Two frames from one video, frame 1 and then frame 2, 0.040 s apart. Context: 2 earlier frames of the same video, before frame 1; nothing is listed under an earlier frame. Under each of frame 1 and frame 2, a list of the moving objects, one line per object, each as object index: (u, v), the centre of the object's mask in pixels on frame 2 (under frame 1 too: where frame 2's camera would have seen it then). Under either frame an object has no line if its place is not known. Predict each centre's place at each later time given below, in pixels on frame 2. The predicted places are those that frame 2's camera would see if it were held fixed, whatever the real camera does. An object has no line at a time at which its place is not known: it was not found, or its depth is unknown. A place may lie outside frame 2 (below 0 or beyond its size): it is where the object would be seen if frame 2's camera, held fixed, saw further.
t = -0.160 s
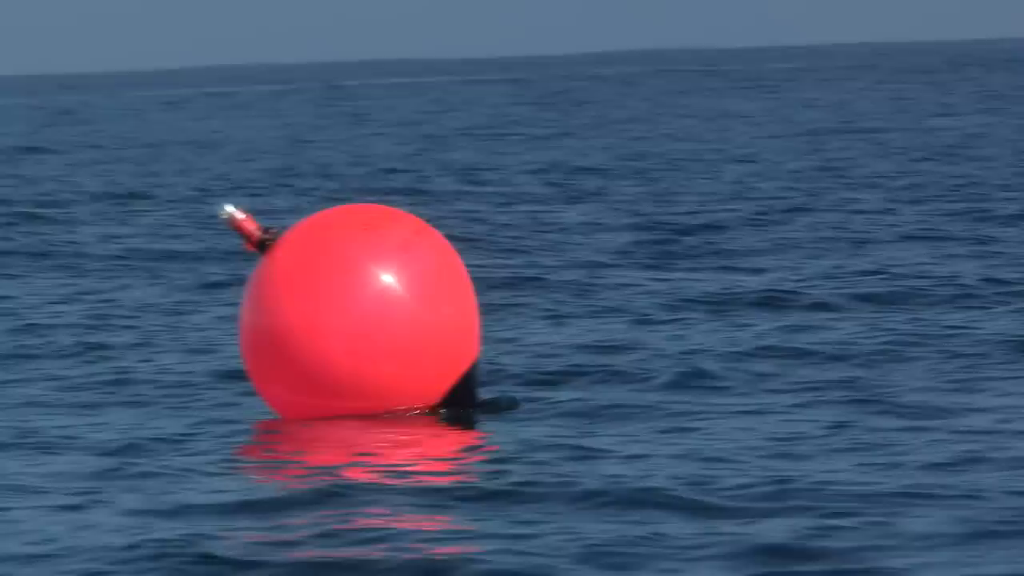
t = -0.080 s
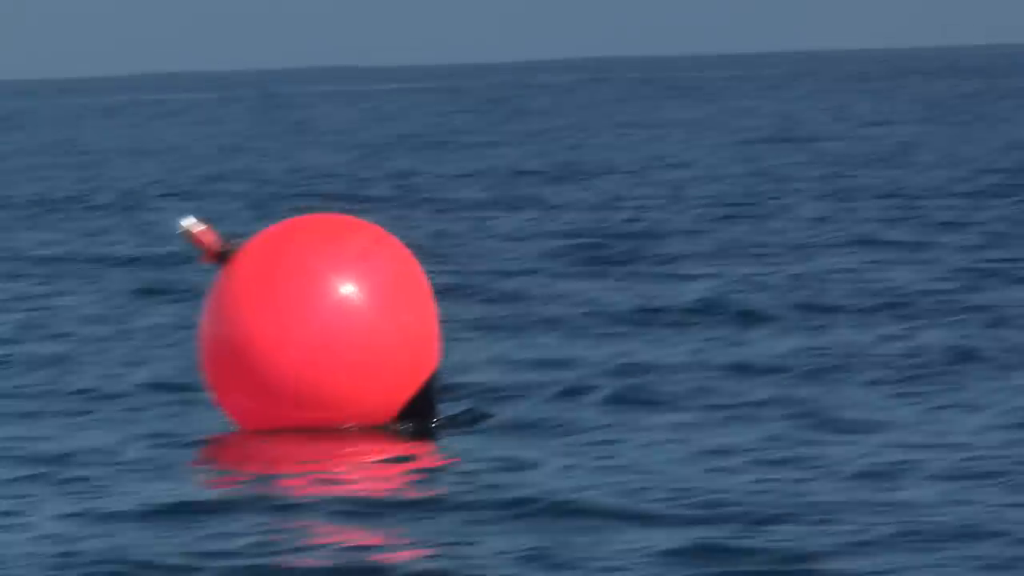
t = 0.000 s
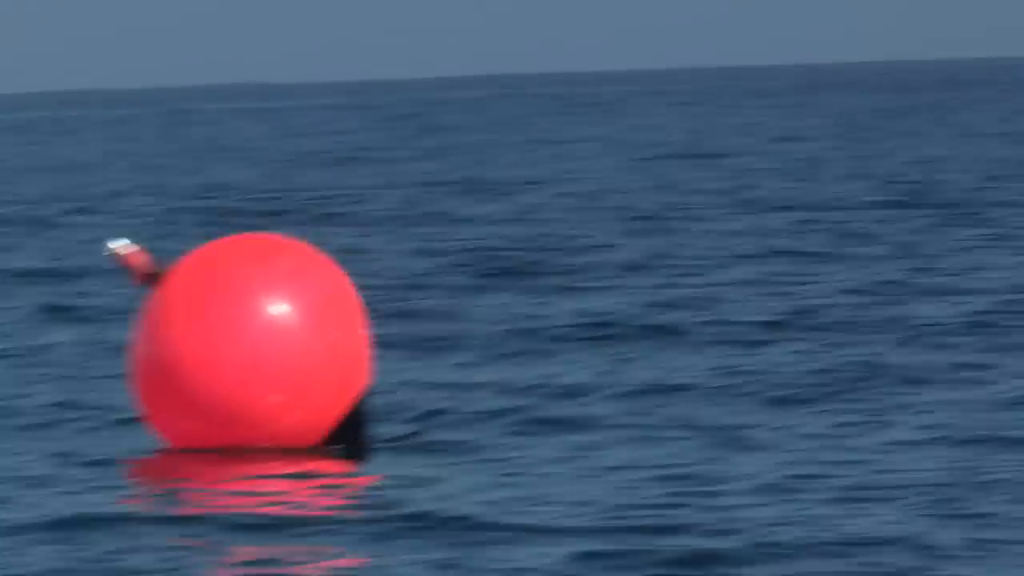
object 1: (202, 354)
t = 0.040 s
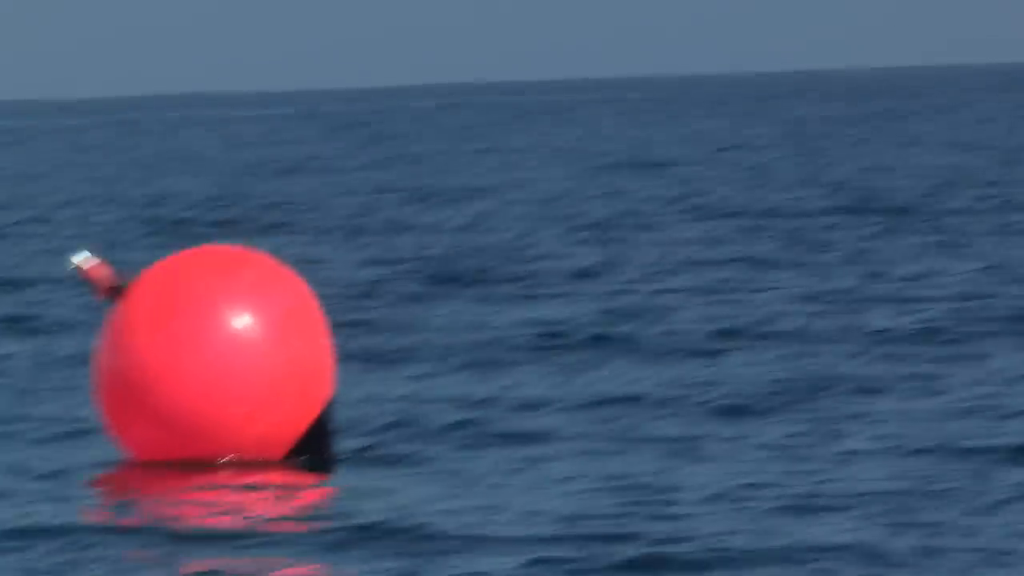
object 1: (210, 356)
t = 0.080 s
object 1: (218, 357)
